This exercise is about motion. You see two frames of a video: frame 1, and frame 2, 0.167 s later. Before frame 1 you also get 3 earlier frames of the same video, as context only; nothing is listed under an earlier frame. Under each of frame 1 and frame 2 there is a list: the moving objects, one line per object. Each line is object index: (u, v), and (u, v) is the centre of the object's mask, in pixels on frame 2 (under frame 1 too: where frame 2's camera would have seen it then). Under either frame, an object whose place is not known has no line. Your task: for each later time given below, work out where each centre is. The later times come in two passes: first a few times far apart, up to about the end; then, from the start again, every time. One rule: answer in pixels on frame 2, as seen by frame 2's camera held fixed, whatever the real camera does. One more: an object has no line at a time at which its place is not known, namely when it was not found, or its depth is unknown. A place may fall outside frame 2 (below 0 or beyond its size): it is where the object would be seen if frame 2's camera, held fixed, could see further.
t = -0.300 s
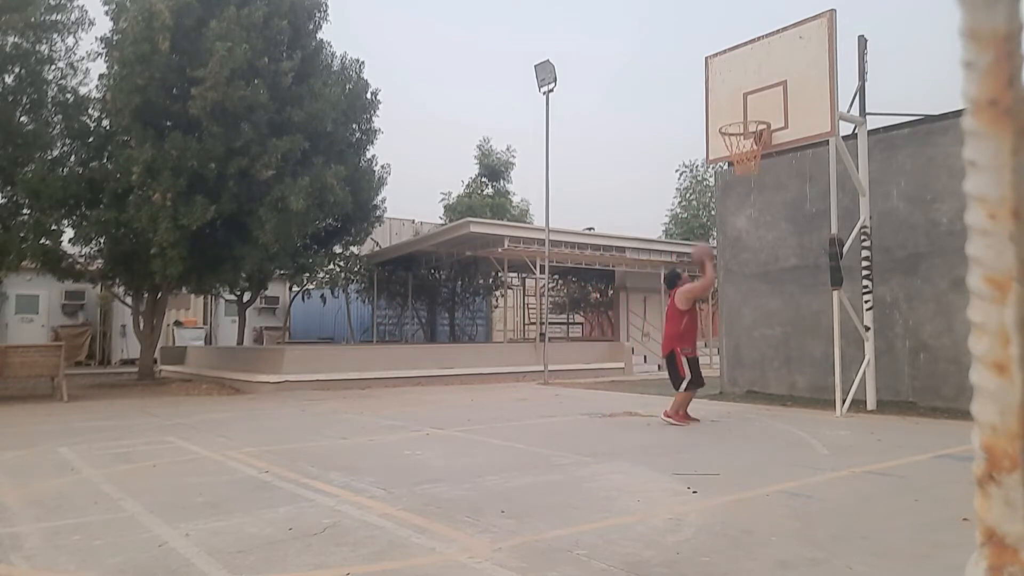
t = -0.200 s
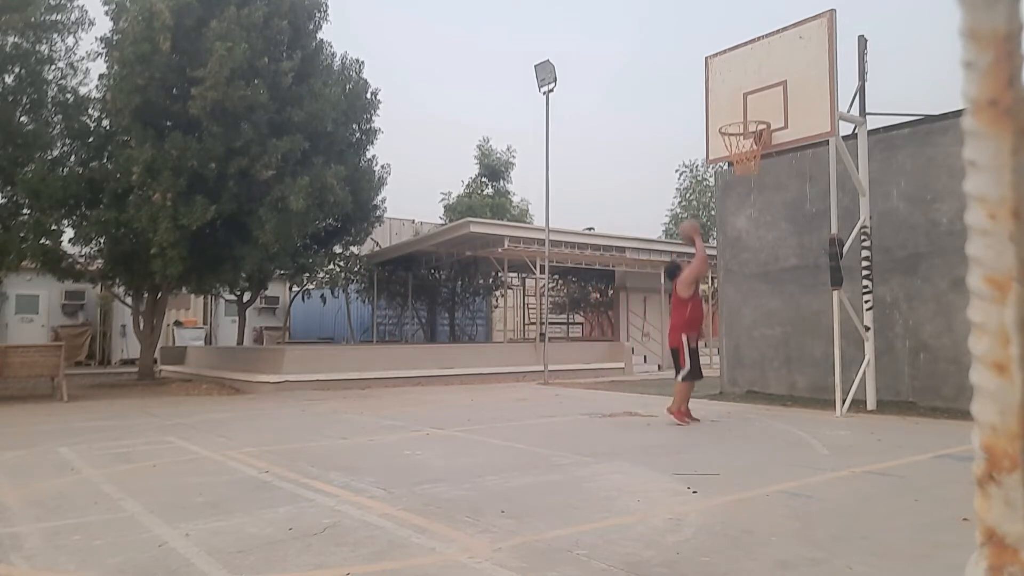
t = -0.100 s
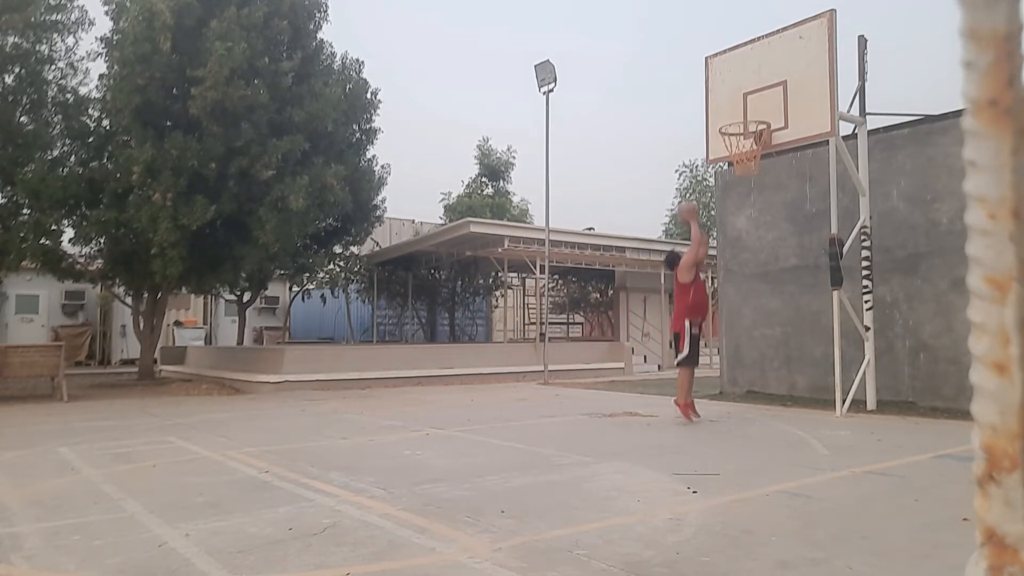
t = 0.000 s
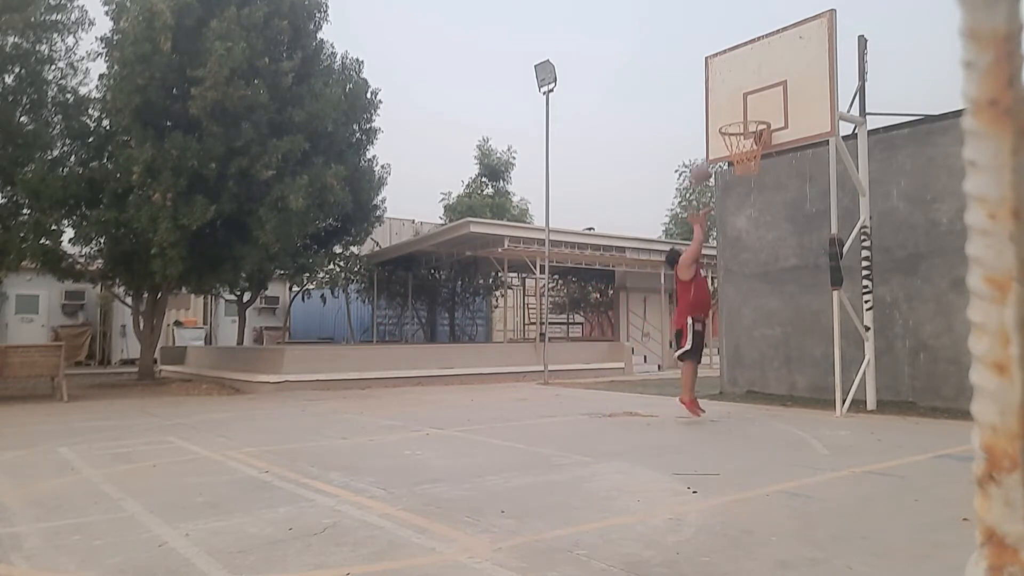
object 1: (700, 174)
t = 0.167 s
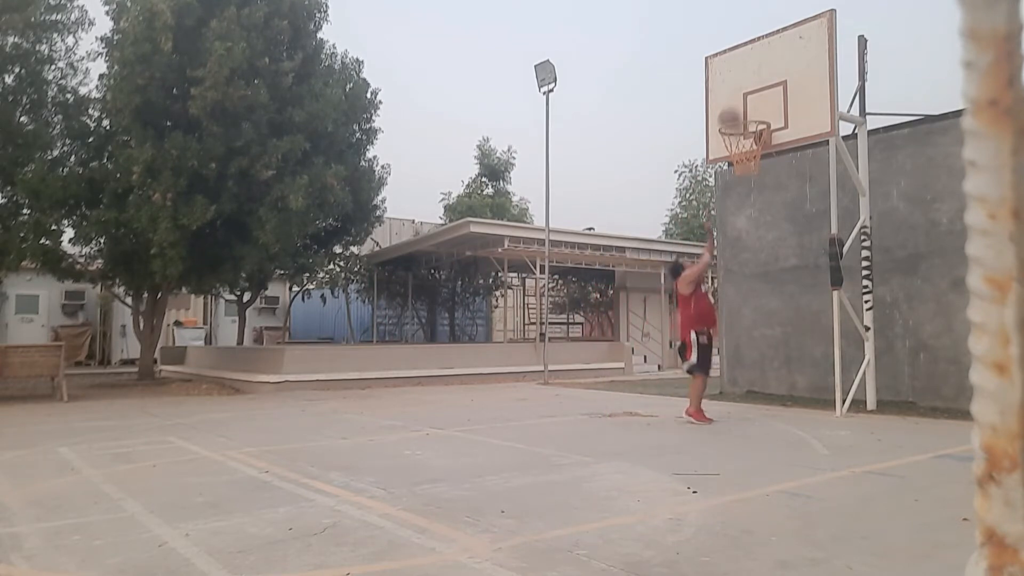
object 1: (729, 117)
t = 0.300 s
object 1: (734, 99)
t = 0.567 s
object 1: (736, 113)
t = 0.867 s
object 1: (756, 155)
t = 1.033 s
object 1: (745, 171)
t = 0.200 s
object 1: (734, 110)
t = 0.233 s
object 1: (734, 105)
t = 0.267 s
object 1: (734, 102)
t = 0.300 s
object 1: (734, 99)
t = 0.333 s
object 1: (735, 97)
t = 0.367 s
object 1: (735, 97)
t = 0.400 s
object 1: (734, 97)
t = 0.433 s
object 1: (735, 98)
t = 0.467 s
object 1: (735, 100)
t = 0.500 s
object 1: (735, 104)
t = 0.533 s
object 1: (735, 108)
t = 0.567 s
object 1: (736, 113)
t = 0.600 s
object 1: (737, 119)
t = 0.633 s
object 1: (740, 123)
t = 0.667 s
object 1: (745, 128)
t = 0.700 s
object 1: (748, 133)
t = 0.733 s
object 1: (752, 140)
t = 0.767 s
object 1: (755, 144)
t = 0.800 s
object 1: (757, 147)
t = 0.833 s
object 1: (756, 151)
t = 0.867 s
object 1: (756, 155)
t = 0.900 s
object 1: (755, 158)
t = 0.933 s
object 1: (753, 160)
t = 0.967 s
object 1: (752, 161)
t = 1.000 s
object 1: (747, 166)
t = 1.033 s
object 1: (745, 171)
